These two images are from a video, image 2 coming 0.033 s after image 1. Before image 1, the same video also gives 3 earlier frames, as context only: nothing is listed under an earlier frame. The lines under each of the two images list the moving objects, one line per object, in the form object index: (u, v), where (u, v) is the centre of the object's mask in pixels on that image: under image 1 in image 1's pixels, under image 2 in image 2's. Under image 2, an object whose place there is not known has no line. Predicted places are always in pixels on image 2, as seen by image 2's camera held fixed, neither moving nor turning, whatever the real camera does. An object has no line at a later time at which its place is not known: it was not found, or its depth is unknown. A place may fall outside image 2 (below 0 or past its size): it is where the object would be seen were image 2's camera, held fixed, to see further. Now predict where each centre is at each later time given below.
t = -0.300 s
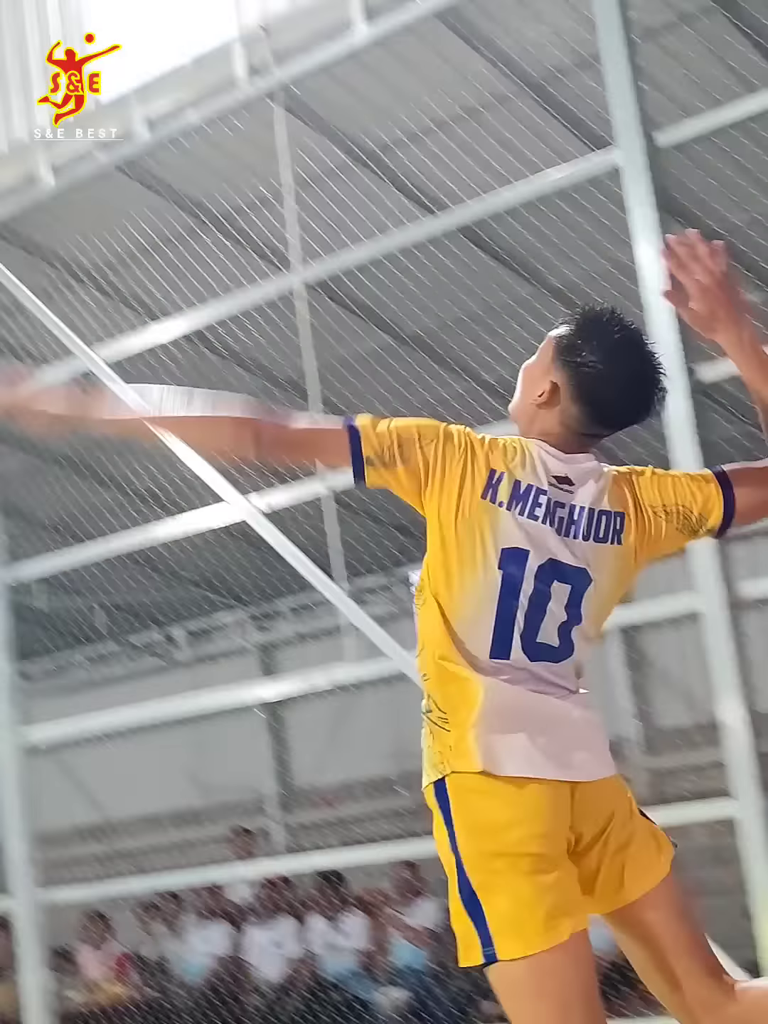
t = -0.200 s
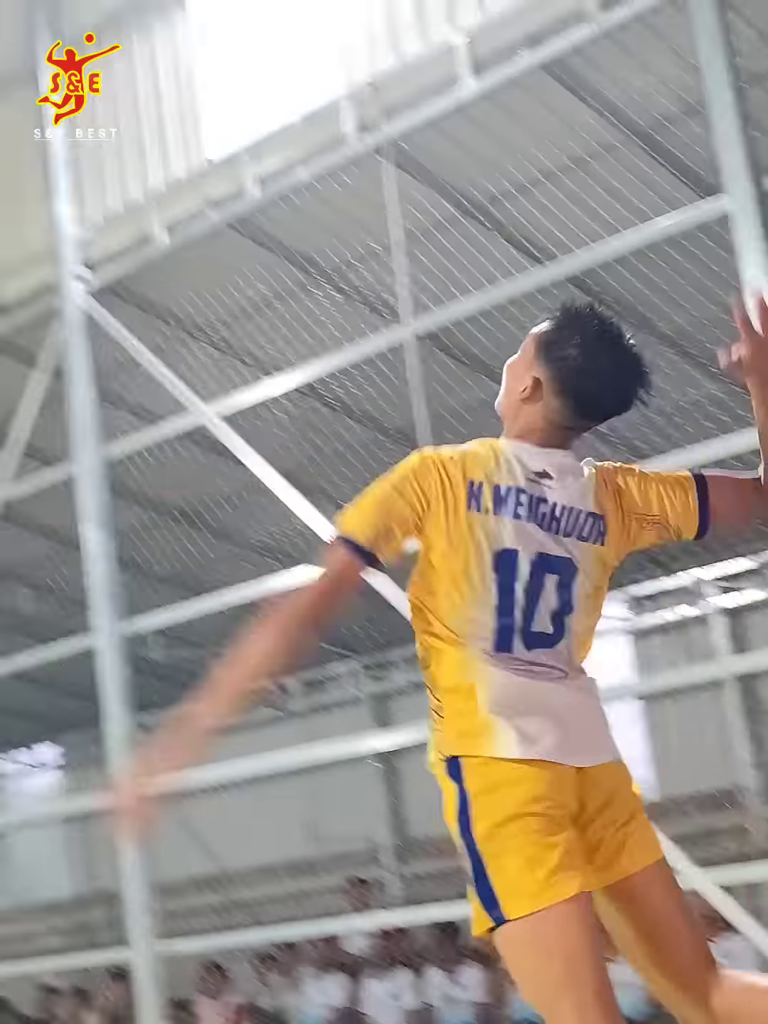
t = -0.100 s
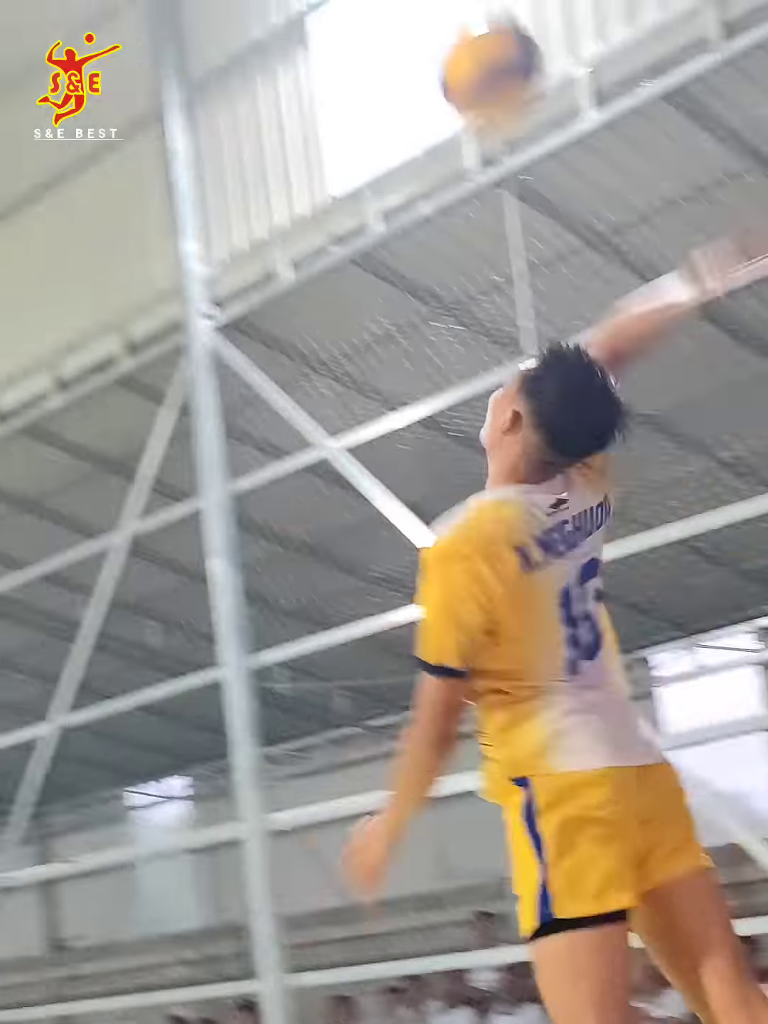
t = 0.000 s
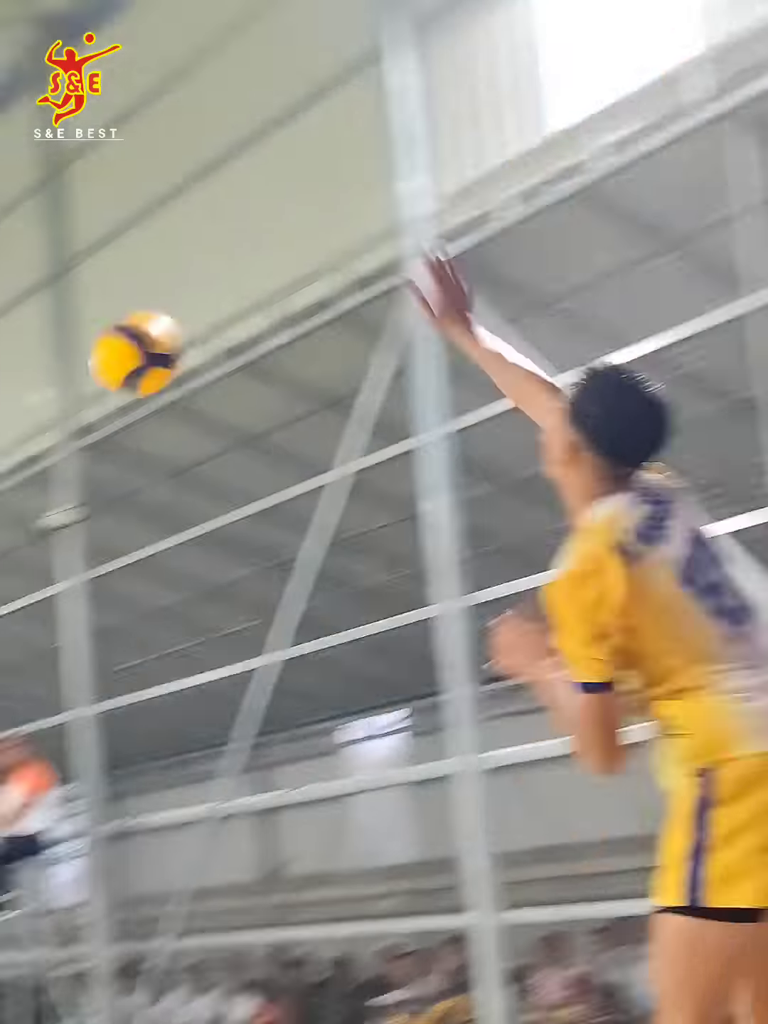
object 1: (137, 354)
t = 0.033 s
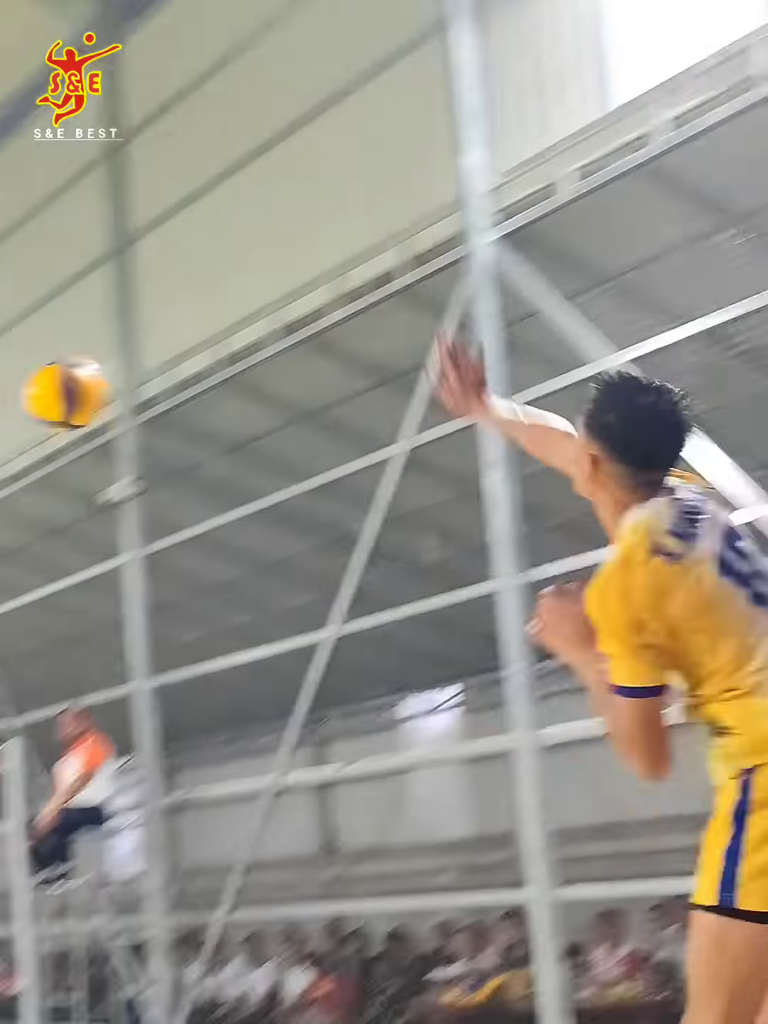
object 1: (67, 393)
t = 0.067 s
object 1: (-38, 452)
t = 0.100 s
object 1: (-120, 506)
